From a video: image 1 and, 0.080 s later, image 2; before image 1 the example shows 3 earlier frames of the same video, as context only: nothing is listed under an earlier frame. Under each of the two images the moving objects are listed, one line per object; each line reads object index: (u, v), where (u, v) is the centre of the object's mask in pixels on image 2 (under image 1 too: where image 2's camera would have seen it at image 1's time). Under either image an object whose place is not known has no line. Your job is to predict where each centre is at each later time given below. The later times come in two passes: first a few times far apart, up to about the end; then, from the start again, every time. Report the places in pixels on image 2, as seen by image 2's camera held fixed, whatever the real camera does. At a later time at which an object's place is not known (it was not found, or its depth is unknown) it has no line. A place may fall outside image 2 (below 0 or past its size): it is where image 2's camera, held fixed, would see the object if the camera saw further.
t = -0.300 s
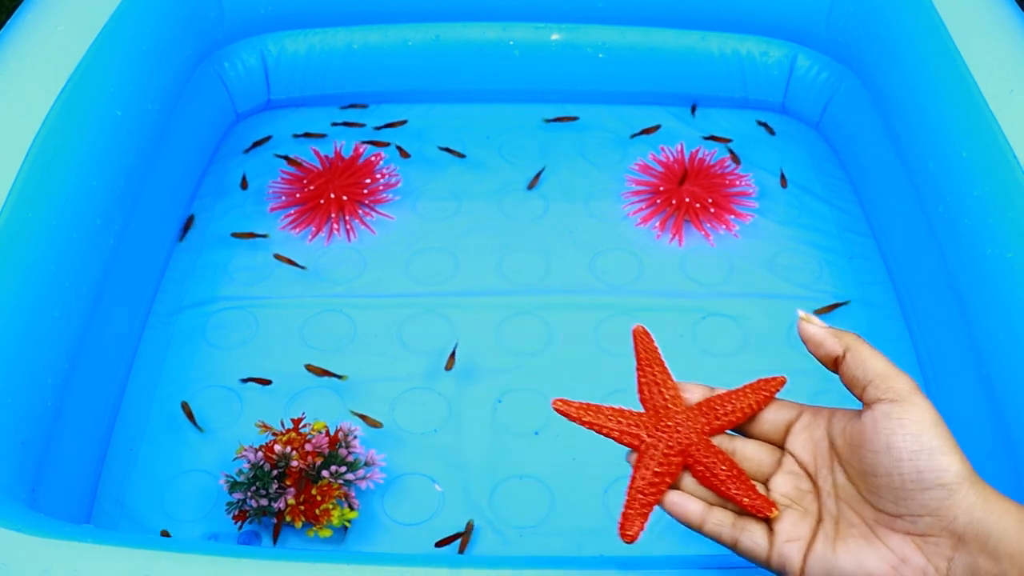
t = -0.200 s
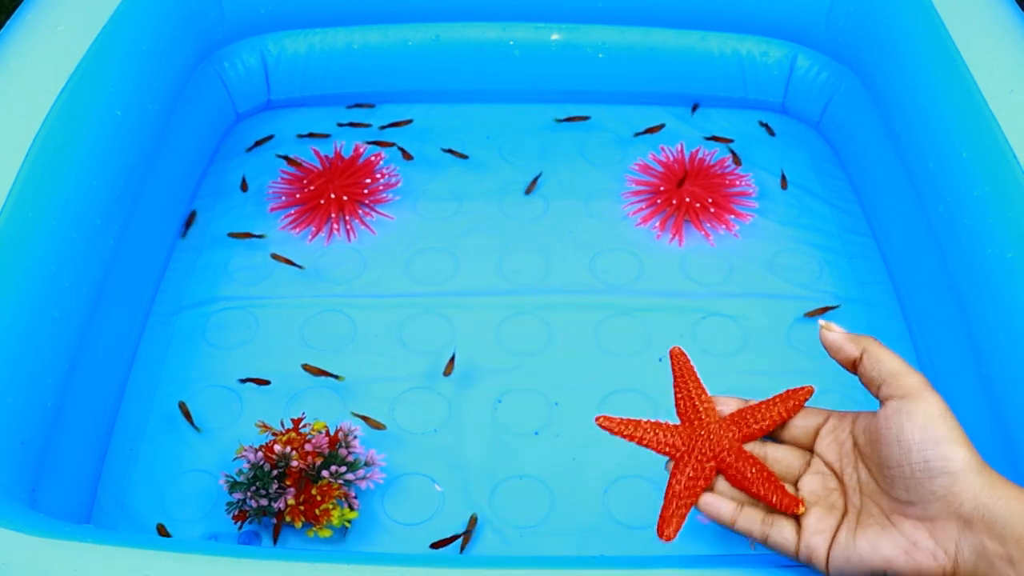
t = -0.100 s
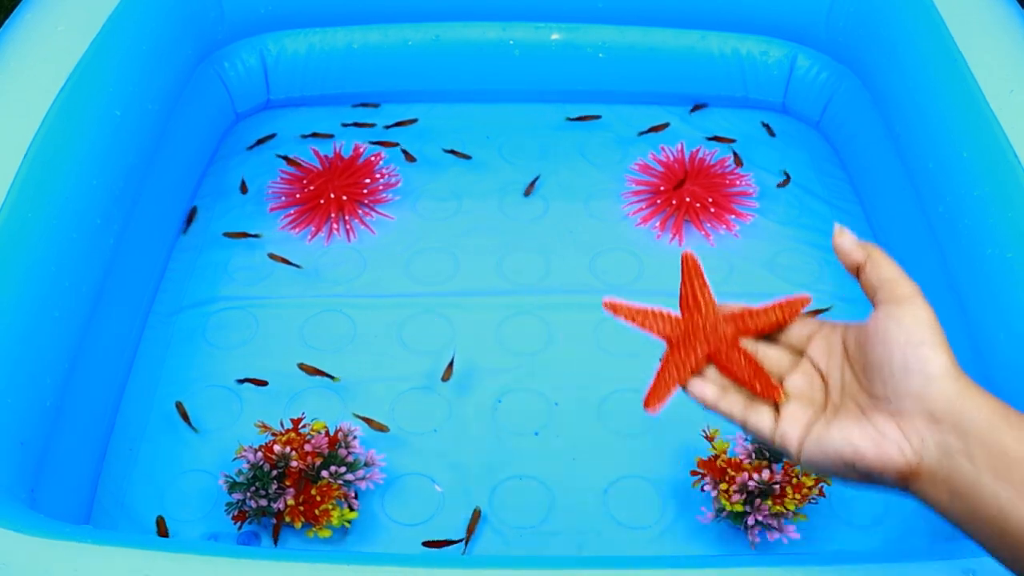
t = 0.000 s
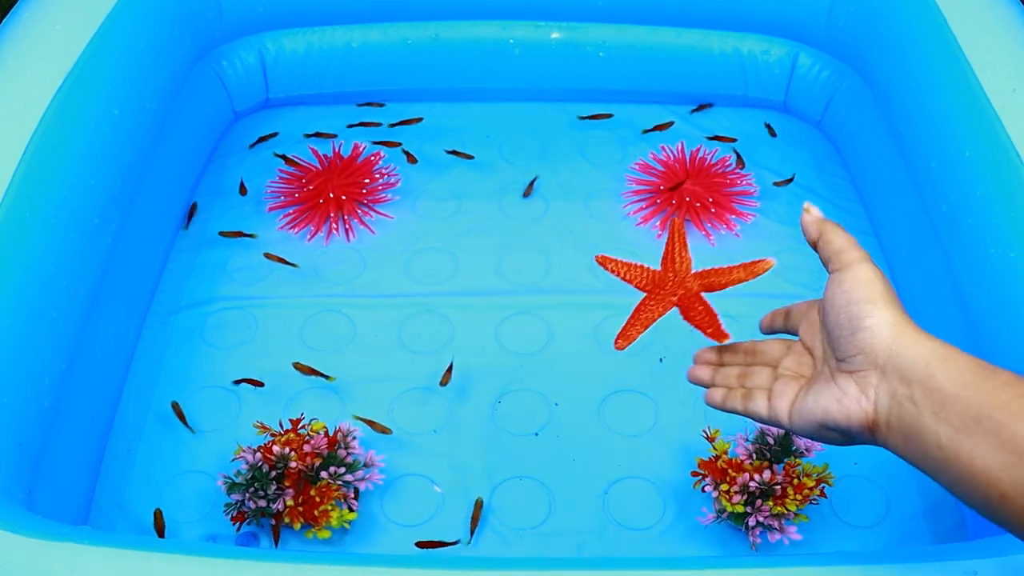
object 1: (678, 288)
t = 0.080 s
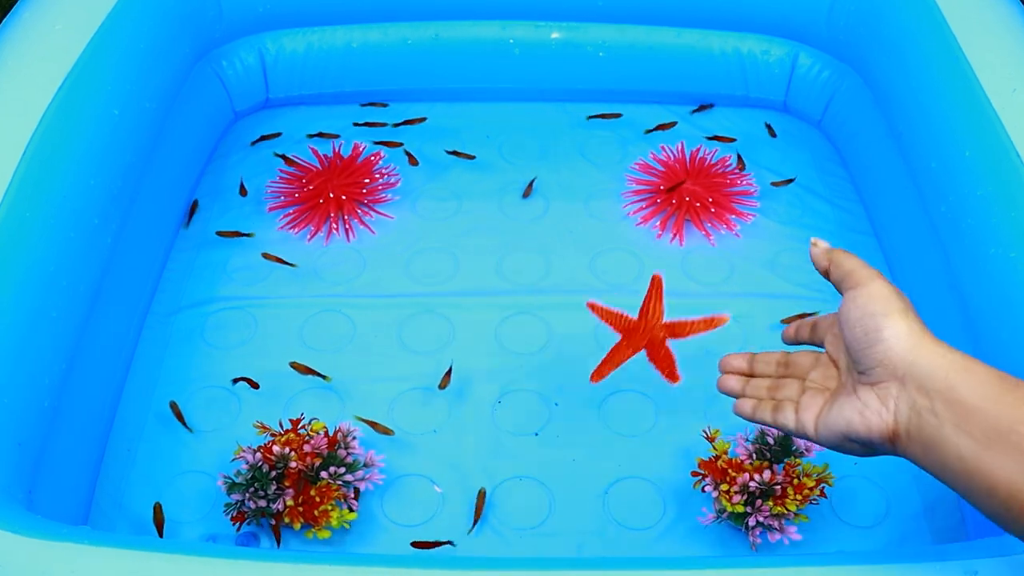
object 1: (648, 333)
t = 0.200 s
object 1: (616, 330)
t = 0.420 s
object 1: (621, 317)
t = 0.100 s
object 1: (641, 352)
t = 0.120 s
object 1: (634, 362)
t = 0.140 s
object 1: (627, 356)
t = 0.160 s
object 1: (619, 339)
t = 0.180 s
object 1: (618, 334)
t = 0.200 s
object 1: (616, 330)
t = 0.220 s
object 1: (614, 328)
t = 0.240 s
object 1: (615, 326)
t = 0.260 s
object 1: (615, 326)
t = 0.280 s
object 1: (605, 328)
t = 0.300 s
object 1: (601, 329)
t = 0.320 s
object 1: (600, 327)
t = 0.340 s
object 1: (603, 322)
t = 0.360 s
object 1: (616, 322)
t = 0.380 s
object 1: (615, 319)
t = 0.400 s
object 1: (617, 317)
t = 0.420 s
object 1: (621, 317)
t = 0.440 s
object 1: (620, 313)
